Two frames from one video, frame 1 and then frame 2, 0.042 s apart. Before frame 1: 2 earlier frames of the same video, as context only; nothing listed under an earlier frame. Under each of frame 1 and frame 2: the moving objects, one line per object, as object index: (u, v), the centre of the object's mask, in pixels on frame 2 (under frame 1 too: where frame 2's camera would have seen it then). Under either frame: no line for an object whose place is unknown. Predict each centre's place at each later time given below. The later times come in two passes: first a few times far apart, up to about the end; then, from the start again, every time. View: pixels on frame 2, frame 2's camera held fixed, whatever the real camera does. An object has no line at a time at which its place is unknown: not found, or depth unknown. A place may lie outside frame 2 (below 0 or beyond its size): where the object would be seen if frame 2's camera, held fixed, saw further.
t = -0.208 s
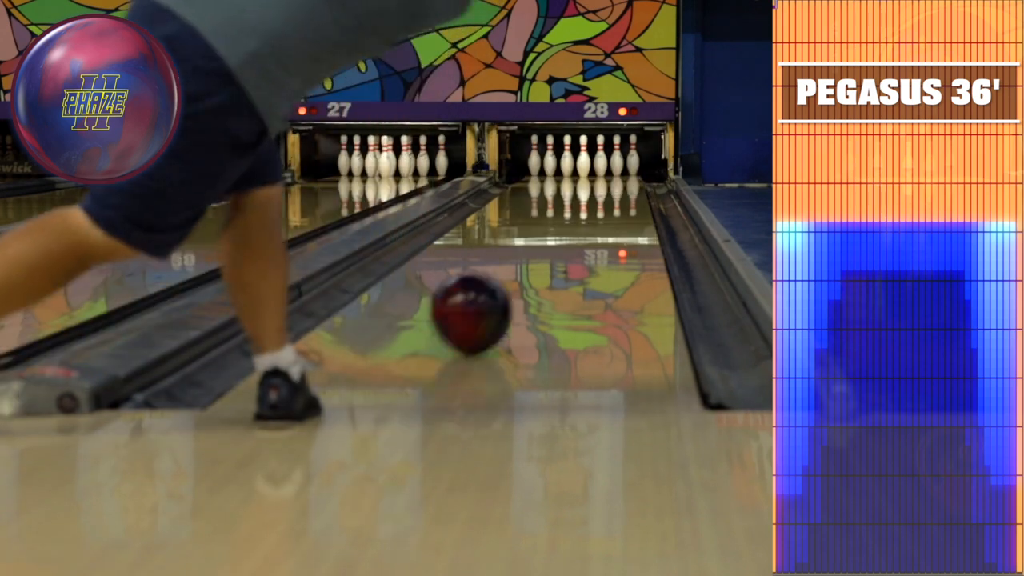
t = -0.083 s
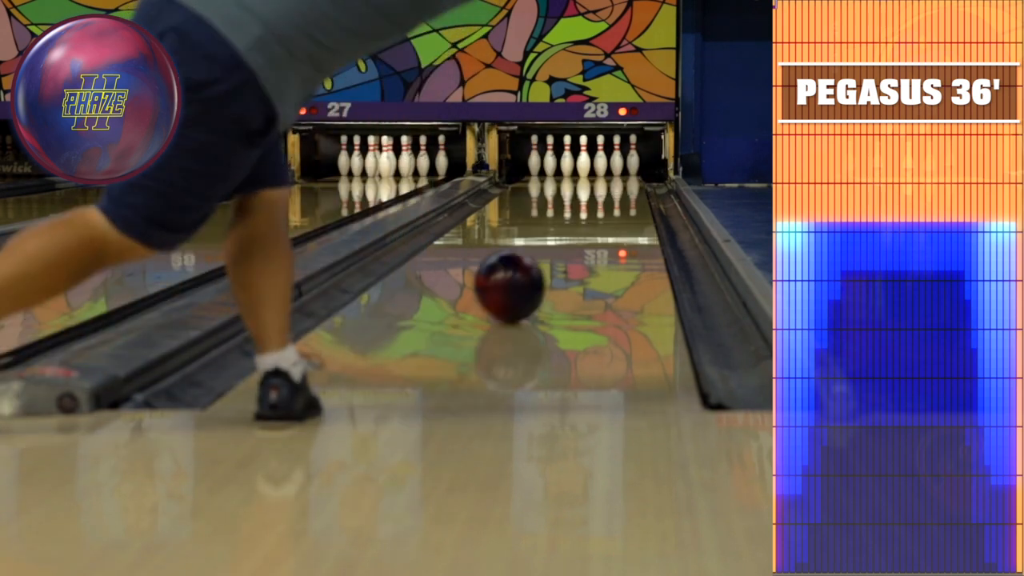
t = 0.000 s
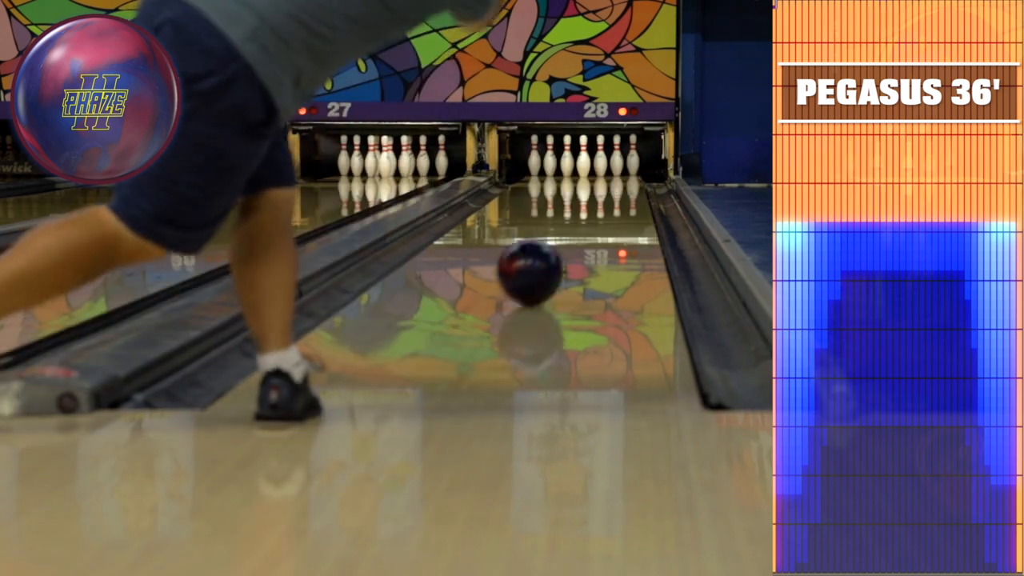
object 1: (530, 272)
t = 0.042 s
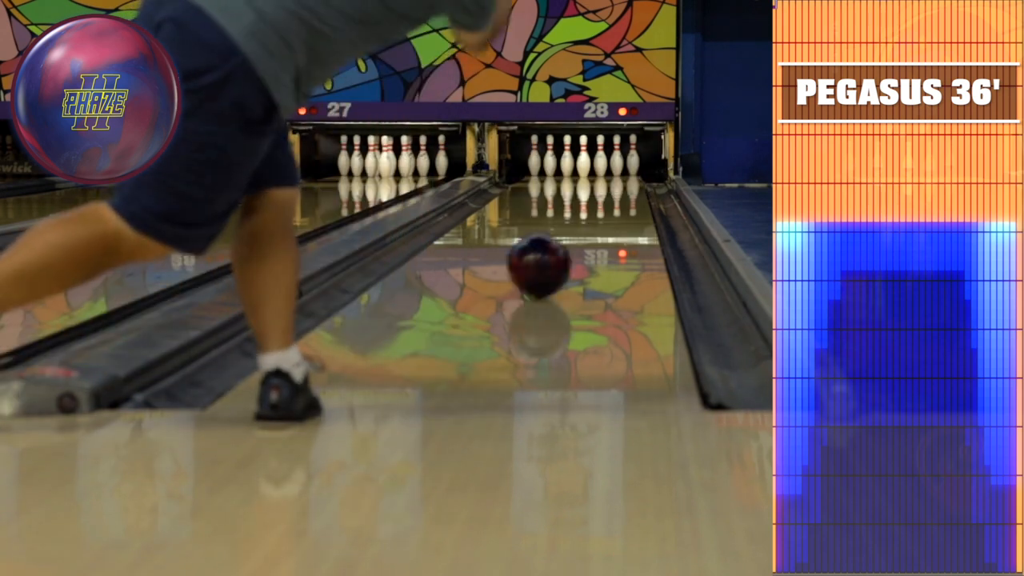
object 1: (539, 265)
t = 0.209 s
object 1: (568, 244)
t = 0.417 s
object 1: (595, 225)
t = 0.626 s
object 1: (614, 211)
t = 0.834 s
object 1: (628, 199)
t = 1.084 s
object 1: (639, 189)
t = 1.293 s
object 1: (640, 182)
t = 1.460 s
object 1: (635, 177)
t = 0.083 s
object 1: (547, 259)
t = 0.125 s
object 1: (555, 253)
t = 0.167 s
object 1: (562, 249)
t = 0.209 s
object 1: (568, 244)
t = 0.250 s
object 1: (574, 240)
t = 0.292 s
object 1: (580, 236)
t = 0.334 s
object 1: (585, 232)
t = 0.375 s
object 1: (590, 229)
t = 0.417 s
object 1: (595, 225)
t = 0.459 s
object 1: (599, 222)
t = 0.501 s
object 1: (604, 219)
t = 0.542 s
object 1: (608, 216)
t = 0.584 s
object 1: (611, 213)
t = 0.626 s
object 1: (614, 211)
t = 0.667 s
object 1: (617, 208)
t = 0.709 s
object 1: (620, 206)
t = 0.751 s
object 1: (623, 204)
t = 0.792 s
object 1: (625, 202)
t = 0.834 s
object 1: (628, 199)
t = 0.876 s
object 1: (630, 198)
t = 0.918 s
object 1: (632, 196)
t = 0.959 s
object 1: (634, 194)
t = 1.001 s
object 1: (636, 192)
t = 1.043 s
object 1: (638, 191)
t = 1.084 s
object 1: (639, 189)
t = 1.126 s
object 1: (640, 188)
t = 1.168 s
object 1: (640, 186)
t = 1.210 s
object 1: (640, 185)
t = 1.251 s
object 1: (641, 183)
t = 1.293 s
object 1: (640, 182)
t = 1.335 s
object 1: (639, 181)
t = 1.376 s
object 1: (638, 179)
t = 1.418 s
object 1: (636, 178)
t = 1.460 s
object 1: (635, 177)
